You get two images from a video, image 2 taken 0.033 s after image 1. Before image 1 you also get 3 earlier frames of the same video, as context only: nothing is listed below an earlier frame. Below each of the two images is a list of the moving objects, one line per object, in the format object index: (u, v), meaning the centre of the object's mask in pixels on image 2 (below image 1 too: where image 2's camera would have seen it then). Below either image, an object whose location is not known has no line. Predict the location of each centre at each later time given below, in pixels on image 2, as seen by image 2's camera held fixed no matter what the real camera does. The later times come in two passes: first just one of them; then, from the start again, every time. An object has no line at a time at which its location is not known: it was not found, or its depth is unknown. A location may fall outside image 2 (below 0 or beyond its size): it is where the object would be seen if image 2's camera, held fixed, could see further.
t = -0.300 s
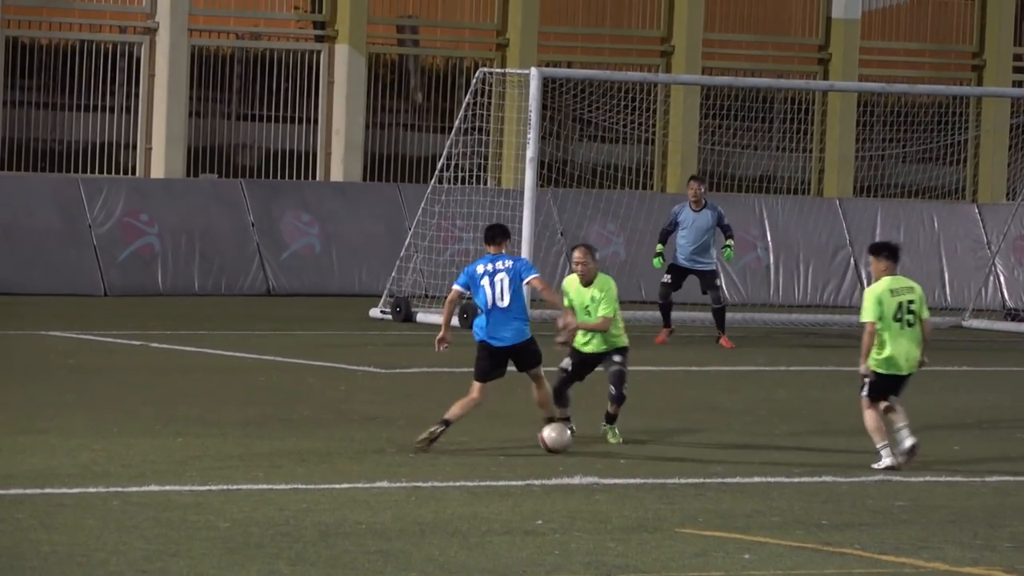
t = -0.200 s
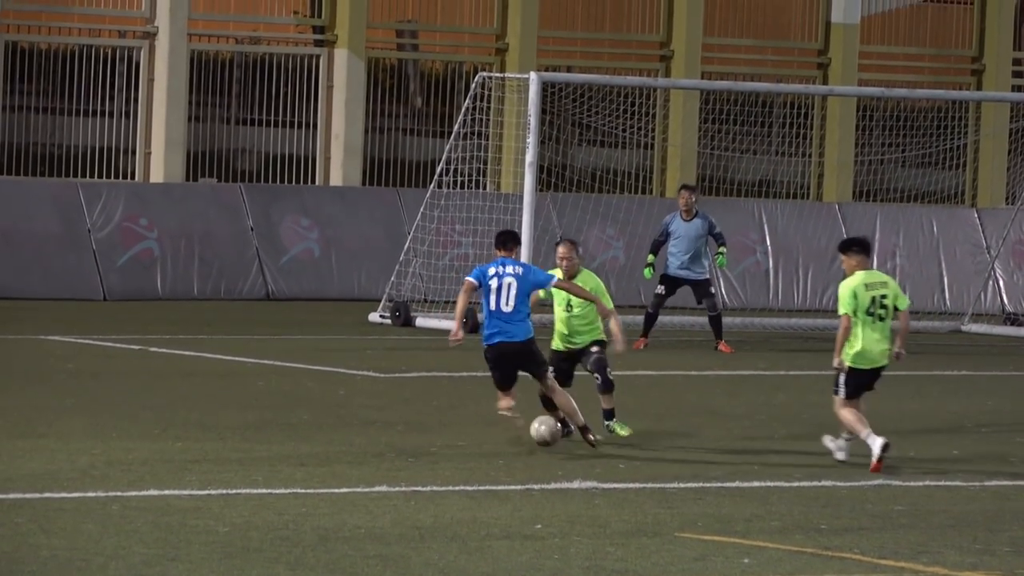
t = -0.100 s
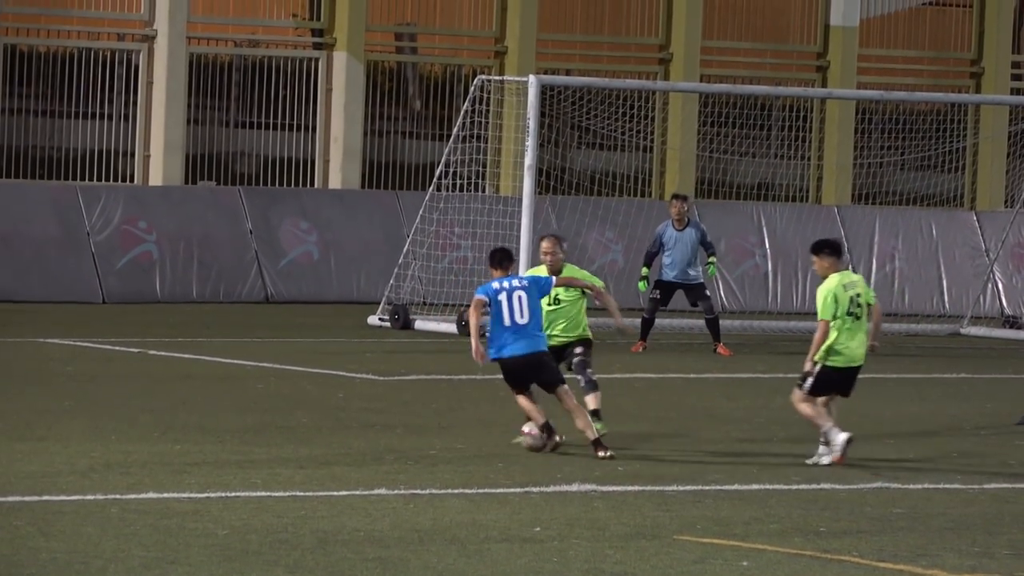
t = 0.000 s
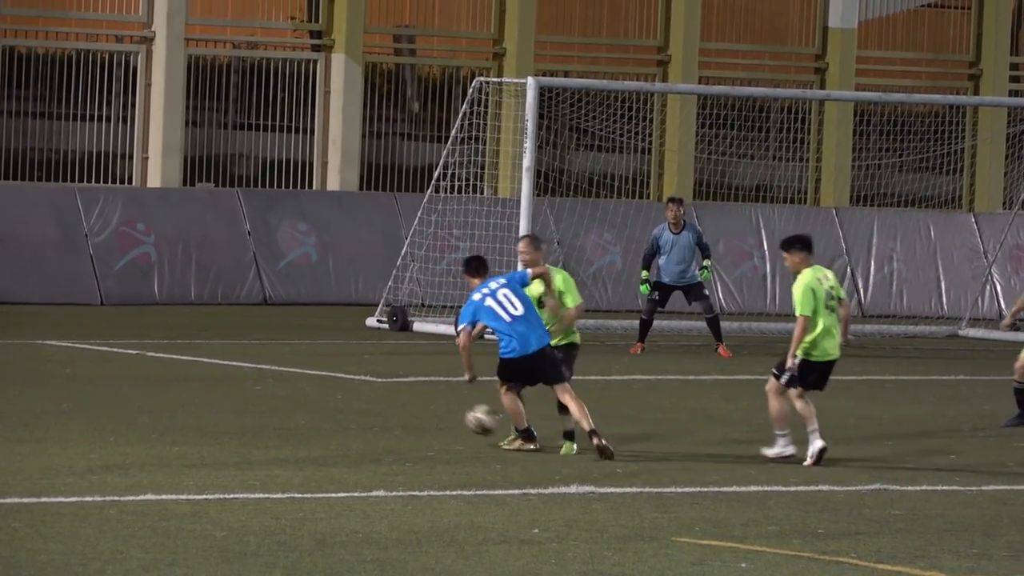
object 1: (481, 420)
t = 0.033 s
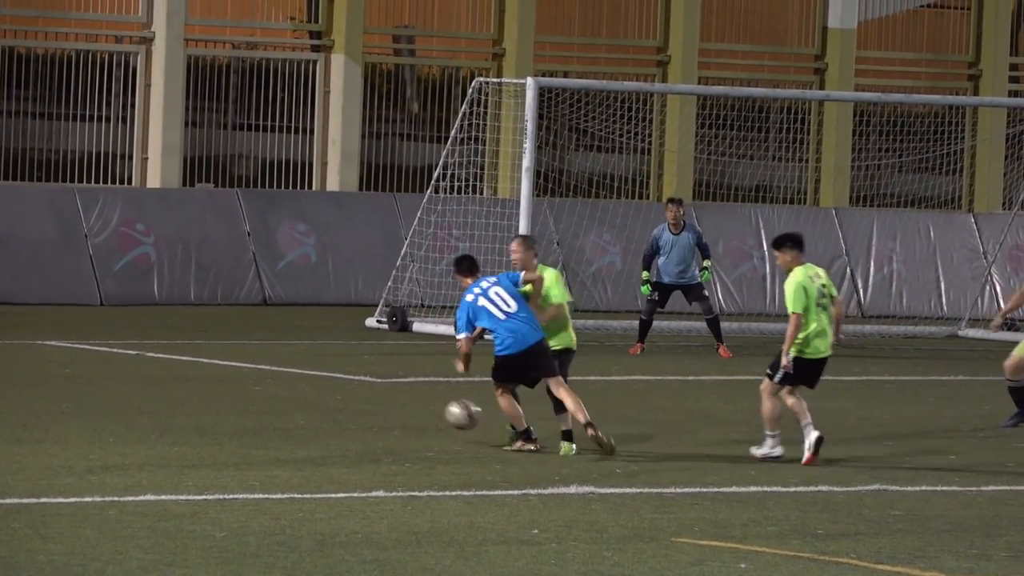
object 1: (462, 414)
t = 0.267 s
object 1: (326, 416)
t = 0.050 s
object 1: (452, 412)
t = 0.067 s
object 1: (442, 410)
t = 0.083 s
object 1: (433, 409)
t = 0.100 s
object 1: (423, 407)
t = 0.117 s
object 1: (413, 406)
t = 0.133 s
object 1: (404, 406)
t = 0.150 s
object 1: (393, 407)
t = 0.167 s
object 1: (383, 407)
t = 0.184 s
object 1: (374, 408)
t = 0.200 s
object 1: (363, 409)
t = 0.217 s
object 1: (353, 410)
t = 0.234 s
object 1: (344, 412)
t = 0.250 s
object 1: (334, 415)
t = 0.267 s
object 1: (326, 416)
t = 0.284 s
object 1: (319, 413)
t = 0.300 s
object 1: (313, 410)
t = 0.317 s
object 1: (308, 407)
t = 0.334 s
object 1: (302, 406)
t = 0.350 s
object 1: (297, 404)
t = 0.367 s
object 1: (292, 403)
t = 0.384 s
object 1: (287, 401)
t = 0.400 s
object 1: (281, 400)
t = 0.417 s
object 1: (276, 400)
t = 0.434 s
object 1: (271, 400)
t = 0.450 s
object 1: (265, 401)
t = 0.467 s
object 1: (259, 402)
